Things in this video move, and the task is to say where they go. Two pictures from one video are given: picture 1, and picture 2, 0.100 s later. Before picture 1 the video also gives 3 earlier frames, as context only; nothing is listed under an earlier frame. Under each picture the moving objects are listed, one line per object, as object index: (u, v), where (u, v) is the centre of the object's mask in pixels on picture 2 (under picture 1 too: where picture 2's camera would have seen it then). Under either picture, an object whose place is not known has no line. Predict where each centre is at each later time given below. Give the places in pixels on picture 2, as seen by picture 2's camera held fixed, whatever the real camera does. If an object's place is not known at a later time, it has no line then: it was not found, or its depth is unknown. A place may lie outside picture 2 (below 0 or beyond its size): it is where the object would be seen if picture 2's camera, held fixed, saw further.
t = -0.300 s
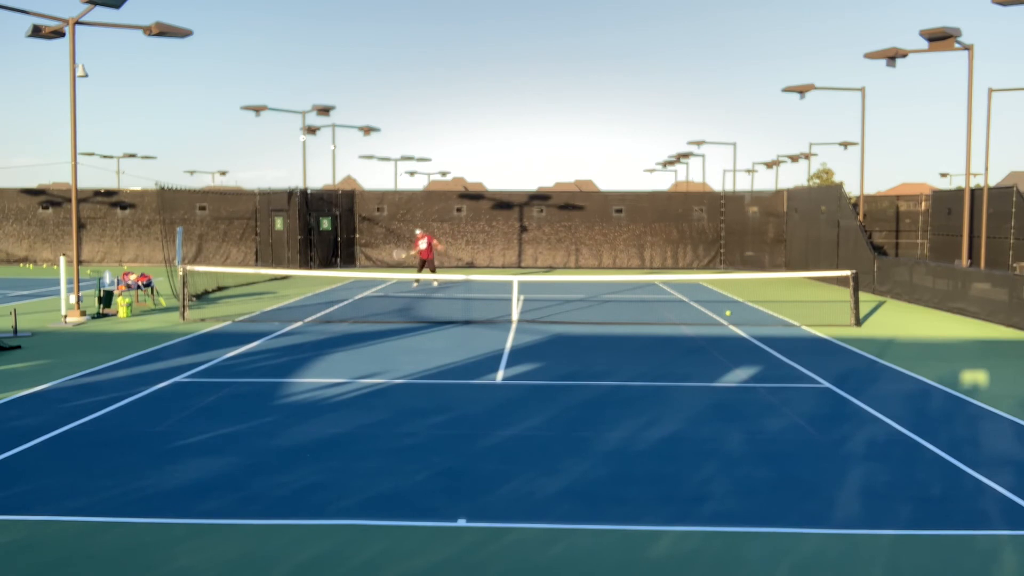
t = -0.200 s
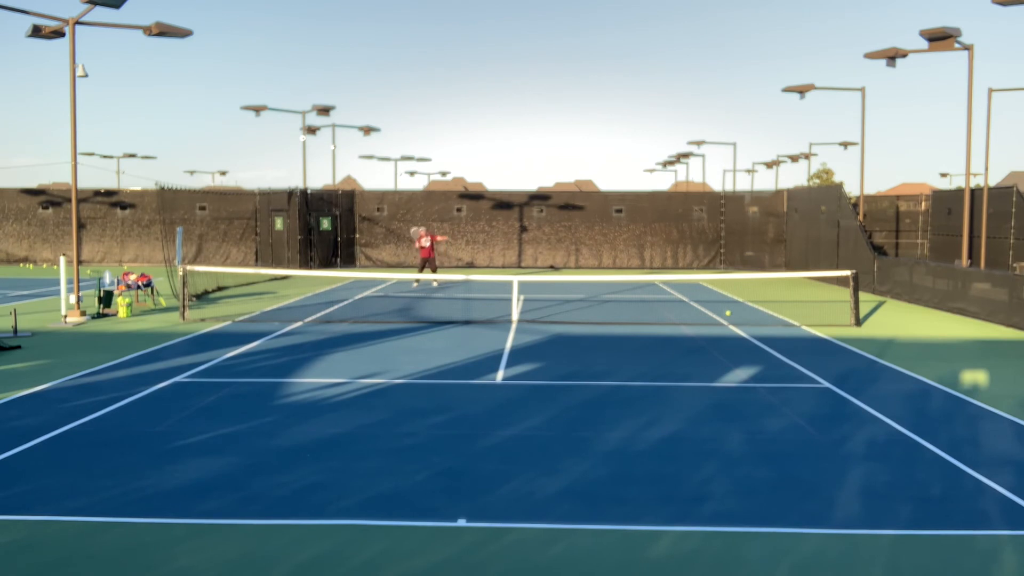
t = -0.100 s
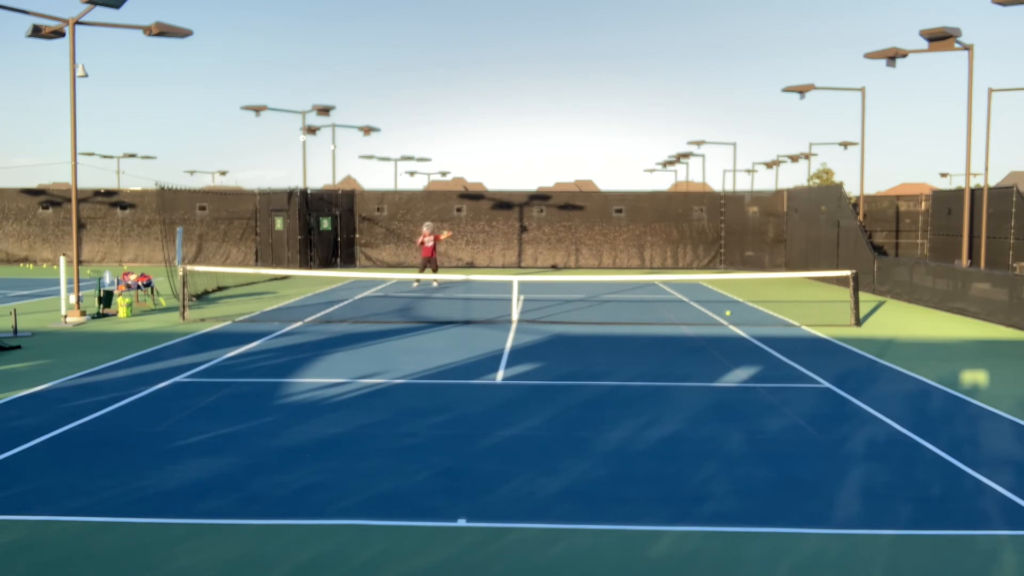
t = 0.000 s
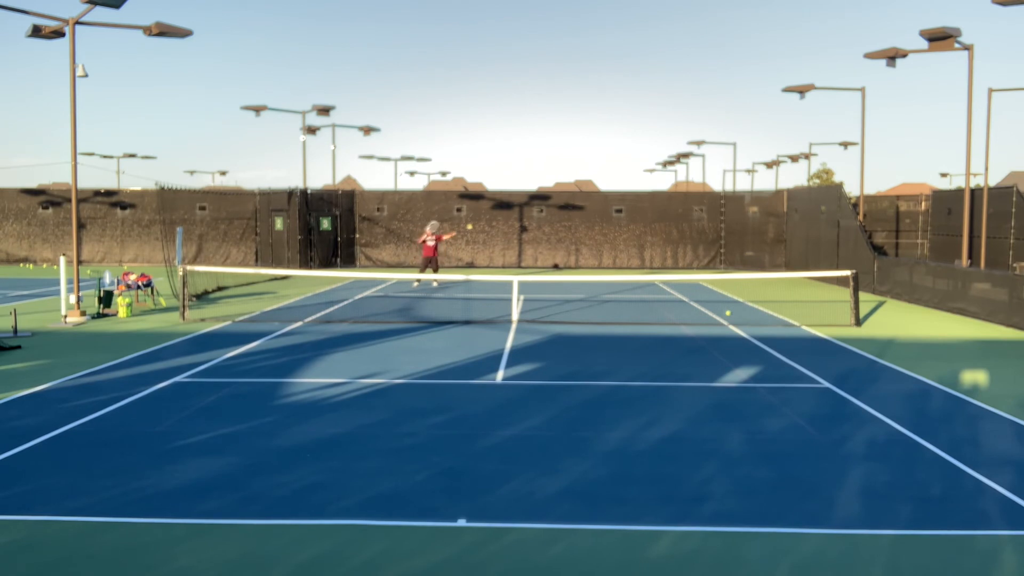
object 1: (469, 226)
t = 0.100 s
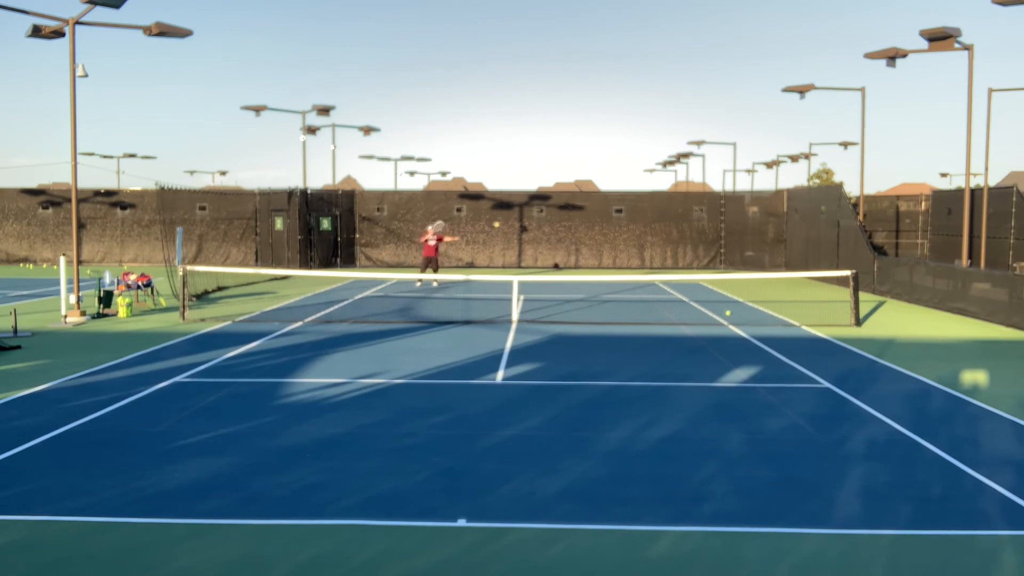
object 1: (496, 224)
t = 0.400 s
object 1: (600, 254)
